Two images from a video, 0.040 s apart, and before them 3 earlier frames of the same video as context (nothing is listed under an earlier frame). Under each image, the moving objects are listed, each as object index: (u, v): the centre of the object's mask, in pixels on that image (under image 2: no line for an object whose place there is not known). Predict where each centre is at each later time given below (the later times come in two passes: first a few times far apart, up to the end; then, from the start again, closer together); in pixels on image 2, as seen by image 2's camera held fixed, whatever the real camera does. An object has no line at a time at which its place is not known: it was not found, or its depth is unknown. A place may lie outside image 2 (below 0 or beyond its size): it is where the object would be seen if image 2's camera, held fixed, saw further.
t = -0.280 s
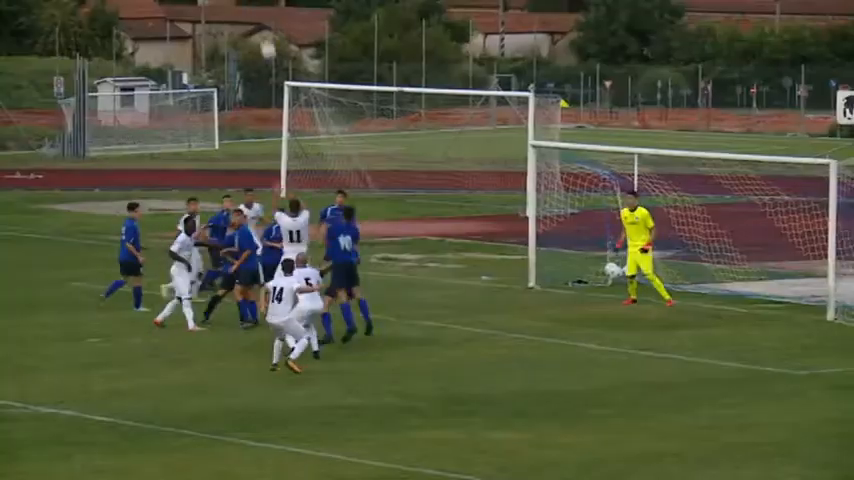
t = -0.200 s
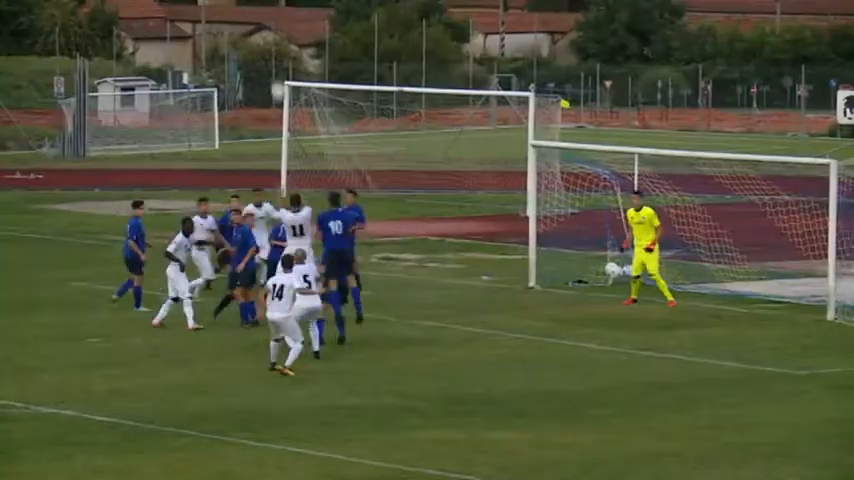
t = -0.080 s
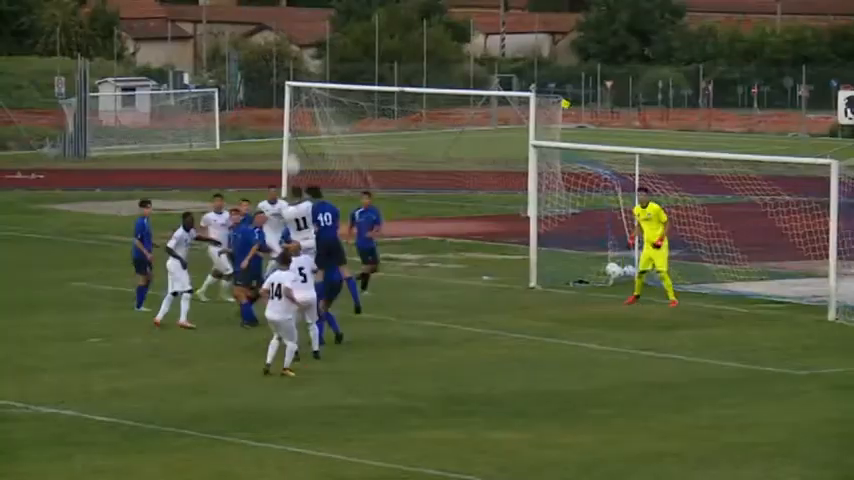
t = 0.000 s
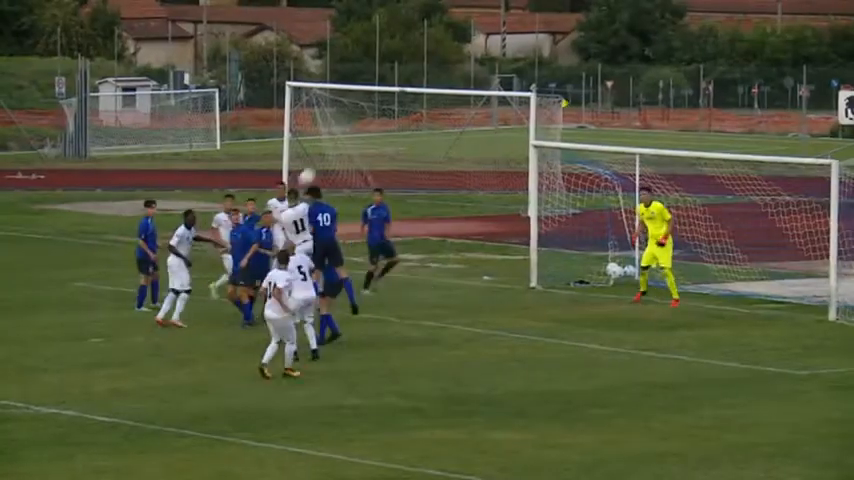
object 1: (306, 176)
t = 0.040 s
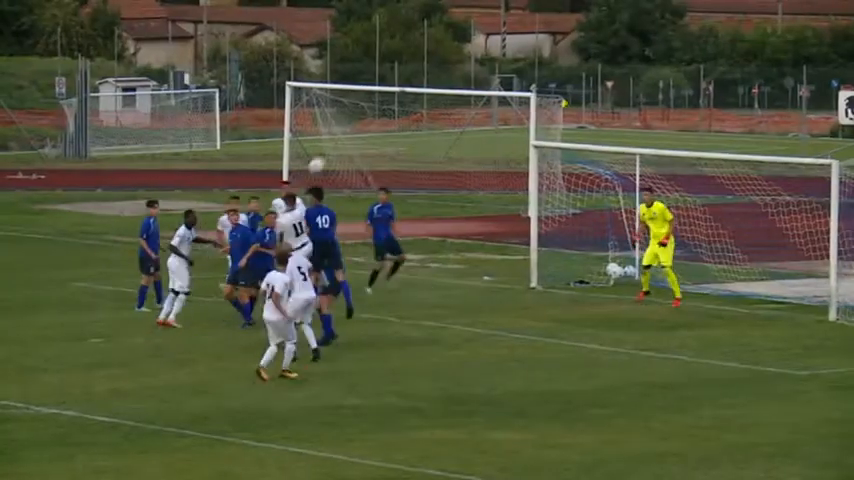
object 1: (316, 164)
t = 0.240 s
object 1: (368, 122)
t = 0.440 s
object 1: (418, 111)
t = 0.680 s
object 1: (478, 129)
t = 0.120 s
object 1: (338, 142)
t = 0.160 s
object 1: (347, 135)
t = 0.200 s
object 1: (358, 128)
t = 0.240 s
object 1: (368, 122)
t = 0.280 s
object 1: (377, 118)
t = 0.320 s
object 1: (388, 114)
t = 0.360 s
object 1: (398, 112)
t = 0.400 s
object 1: (408, 110)
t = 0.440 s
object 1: (418, 111)
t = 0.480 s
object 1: (428, 111)
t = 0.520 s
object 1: (438, 113)
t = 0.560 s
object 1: (448, 115)
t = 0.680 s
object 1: (478, 129)
